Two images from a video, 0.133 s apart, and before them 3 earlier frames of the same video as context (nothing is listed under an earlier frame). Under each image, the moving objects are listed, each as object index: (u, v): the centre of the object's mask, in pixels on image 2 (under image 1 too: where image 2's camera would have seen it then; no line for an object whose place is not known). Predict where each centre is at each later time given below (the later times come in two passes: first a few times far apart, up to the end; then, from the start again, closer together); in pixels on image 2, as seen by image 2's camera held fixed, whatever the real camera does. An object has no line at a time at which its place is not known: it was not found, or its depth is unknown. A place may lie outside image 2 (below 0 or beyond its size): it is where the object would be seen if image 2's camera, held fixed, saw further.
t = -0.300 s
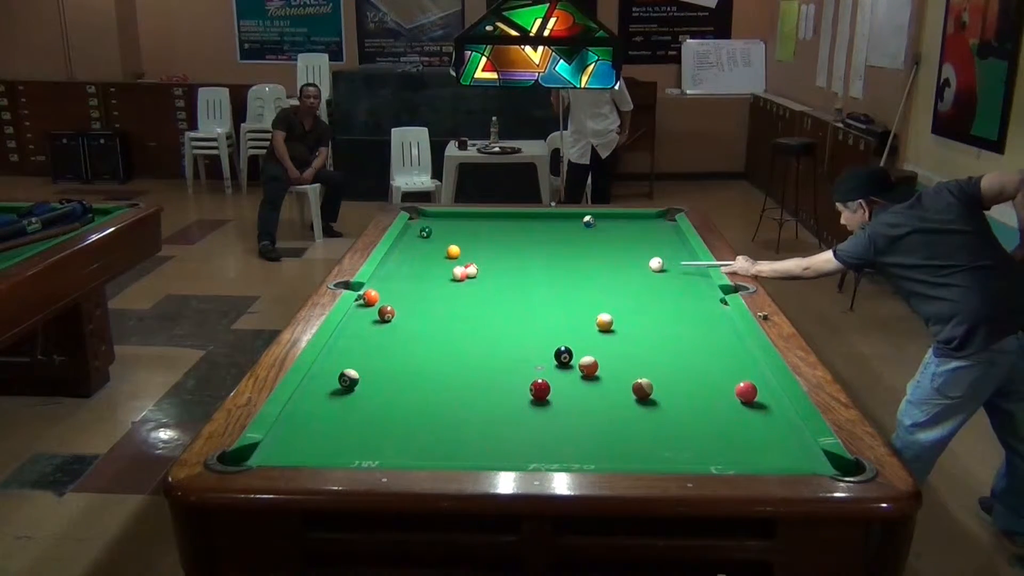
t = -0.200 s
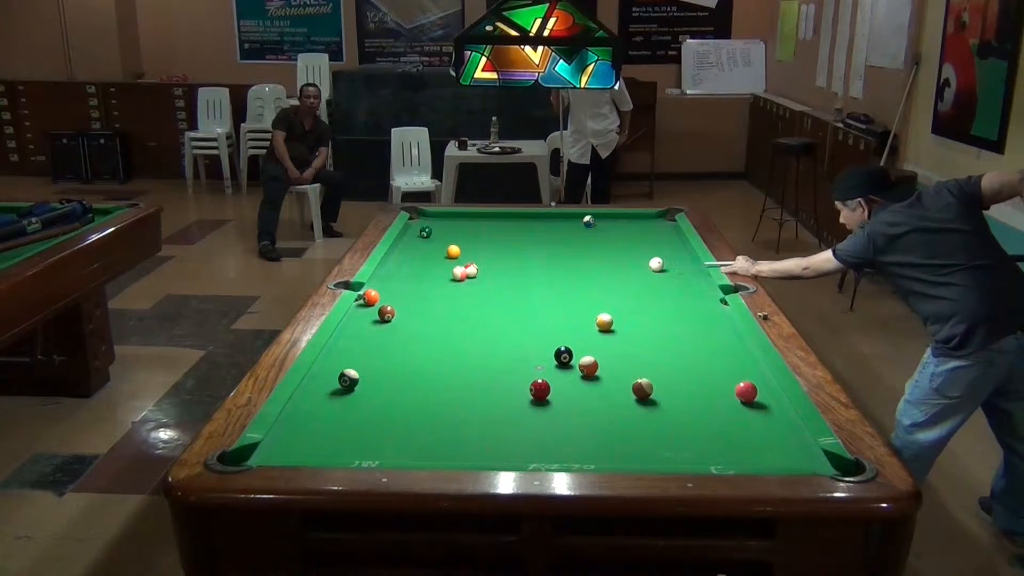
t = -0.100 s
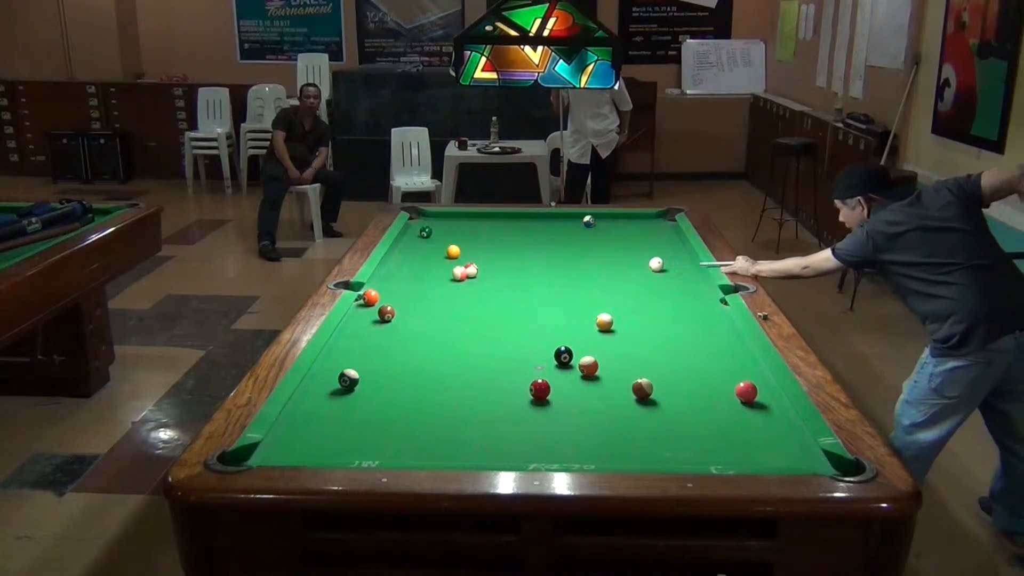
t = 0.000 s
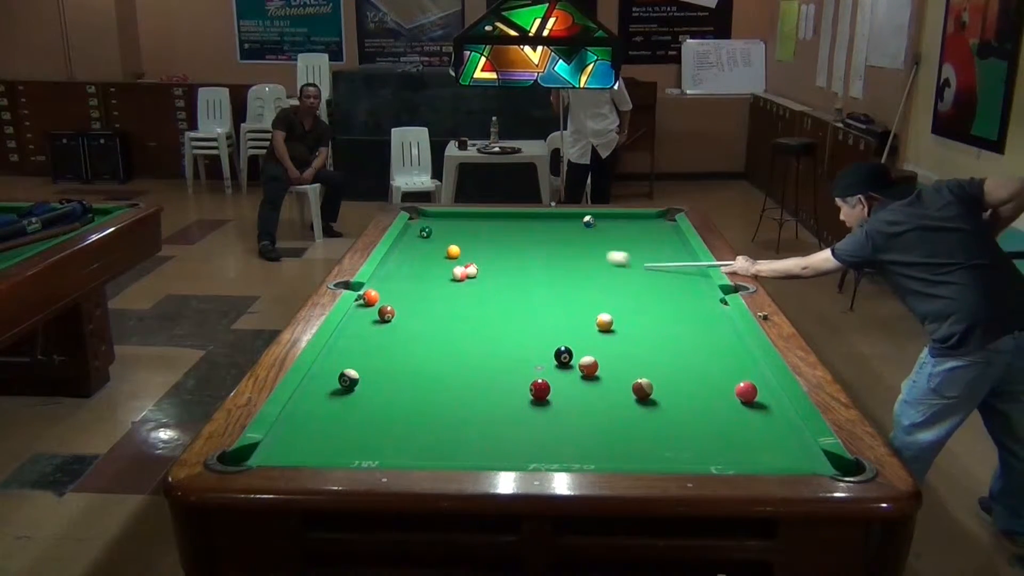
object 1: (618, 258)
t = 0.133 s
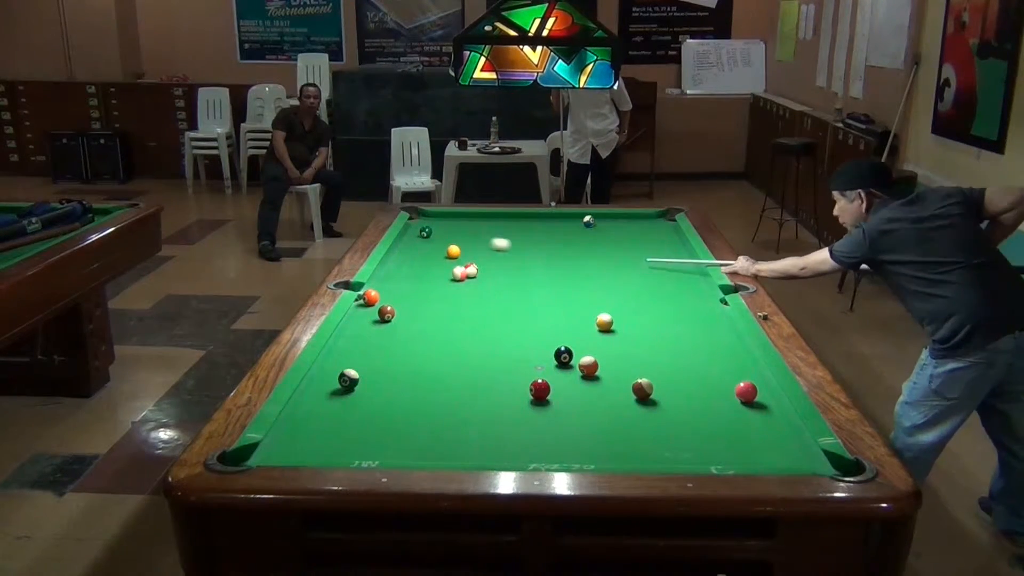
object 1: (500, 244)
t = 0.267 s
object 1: (406, 235)
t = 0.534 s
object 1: (499, 240)
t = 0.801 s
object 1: (596, 245)
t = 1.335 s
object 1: (633, 249)
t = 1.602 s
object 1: (587, 250)
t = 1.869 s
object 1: (542, 251)
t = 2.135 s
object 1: (498, 251)
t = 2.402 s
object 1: (465, 252)
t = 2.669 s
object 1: (457, 252)
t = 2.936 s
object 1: (450, 253)
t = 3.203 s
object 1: (444, 253)
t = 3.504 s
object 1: (439, 253)
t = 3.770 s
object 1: (440, 253)
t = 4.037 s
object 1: (444, 253)
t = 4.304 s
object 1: (447, 253)
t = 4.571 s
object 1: (449, 253)
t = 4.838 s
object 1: (449, 253)
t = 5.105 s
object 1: (449, 253)
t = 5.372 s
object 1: (449, 253)
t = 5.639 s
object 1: (449, 253)
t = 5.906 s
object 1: (449, 253)
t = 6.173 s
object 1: (449, 253)
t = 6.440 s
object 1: (449, 253)
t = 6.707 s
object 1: (449, 253)
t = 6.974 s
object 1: (449, 253)
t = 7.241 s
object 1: (449, 253)
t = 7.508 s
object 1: (449, 253)
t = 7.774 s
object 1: (449, 253)
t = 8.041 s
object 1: (449, 253)
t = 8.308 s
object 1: (449, 253)
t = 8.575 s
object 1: (449, 253)
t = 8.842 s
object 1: (449, 253)
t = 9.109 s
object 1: (449, 253)
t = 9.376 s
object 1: (449, 253)
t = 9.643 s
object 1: (449, 253)
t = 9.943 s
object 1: (449, 253)
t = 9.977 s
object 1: (449, 253)
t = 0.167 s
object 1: (475, 240)
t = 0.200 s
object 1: (450, 237)
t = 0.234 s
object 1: (427, 235)
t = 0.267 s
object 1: (406, 235)
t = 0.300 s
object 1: (413, 235)
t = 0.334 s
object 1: (426, 236)
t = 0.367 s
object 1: (439, 237)
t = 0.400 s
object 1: (451, 238)
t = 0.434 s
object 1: (463, 239)
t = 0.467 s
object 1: (475, 239)
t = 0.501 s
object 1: (487, 240)
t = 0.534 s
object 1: (499, 240)
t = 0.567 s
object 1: (511, 241)
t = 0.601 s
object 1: (523, 242)
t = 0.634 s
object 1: (535, 242)
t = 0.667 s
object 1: (547, 243)
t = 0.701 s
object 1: (559, 243)
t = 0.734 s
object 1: (571, 244)
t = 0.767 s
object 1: (584, 244)
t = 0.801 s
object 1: (596, 245)
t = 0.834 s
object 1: (608, 245)
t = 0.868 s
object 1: (621, 246)
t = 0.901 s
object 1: (633, 247)
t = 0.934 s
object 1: (646, 247)
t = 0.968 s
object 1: (658, 247)
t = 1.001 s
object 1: (670, 248)
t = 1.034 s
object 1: (683, 249)
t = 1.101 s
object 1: (675, 249)
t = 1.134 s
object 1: (668, 249)
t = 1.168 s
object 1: (662, 249)
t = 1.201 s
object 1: (657, 249)
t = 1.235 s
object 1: (650, 249)
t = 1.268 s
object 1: (644, 249)
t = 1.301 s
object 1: (639, 249)
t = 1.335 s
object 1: (633, 249)
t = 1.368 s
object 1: (627, 249)
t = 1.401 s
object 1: (621, 250)
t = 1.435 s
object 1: (615, 250)
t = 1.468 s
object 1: (610, 250)
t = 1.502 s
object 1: (604, 250)
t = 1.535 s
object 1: (598, 250)
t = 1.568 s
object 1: (592, 250)
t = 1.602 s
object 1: (587, 250)
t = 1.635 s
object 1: (581, 250)
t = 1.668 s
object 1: (575, 250)
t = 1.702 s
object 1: (570, 251)
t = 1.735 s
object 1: (564, 251)
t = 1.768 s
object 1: (558, 251)
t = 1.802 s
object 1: (553, 251)
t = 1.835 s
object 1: (547, 251)
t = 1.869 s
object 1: (542, 251)
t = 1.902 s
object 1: (536, 251)
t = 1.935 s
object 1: (531, 251)
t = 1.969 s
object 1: (525, 251)
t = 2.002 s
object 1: (520, 251)
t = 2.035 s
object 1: (514, 251)
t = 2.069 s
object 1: (509, 251)
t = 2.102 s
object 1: (503, 251)
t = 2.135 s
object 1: (498, 251)
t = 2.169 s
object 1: (492, 251)
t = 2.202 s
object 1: (487, 252)
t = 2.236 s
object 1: (481, 252)
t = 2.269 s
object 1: (476, 252)
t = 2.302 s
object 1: (471, 252)
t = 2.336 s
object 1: (467, 252)
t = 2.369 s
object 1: (466, 252)
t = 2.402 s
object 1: (465, 252)
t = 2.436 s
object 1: (464, 252)
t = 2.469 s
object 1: (463, 252)
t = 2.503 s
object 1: (462, 252)
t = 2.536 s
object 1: (461, 252)
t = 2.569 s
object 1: (460, 252)
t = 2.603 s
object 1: (459, 252)
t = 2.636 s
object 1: (458, 252)
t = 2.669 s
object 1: (457, 252)
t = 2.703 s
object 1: (456, 252)
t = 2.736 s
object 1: (455, 252)
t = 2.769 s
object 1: (454, 253)
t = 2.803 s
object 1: (453, 253)
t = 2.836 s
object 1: (452, 253)
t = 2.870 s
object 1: (451, 253)
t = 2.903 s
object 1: (451, 253)
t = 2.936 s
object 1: (450, 253)
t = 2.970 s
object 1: (449, 253)
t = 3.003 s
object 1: (448, 253)
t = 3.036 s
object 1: (448, 253)
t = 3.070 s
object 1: (447, 253)
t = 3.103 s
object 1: (446, 253)
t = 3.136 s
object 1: (445, 253)
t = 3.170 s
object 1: (445, 253)
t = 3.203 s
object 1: (444, 253)
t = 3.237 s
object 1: (443, 253)
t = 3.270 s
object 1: (443, 253)
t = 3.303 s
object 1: (442, 253)
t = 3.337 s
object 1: (442, 253)
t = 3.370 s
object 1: (441, 253)
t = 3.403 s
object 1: (440, 253)
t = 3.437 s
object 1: (440, 253)
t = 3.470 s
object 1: (439, 253)
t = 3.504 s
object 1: (439, 253)
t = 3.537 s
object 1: (439, 253)
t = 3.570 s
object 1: (438, 253)
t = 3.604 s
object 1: (438, 253)
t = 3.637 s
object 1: (437, 253)
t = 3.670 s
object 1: (438, 253)
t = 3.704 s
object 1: (438, 253)
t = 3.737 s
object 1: (439, 253)
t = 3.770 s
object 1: (440, 253)
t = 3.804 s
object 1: (441, 253)
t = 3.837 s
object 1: (441, 253)
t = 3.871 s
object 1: (441, 253)
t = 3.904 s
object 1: (442, 253)
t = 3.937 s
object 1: (443, 253)
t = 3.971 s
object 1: (443, 253)
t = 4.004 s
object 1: (444, 253)
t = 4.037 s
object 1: (444, 253)
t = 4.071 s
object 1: (445, 253)
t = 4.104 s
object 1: (445, 253)
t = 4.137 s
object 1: (445, 253)
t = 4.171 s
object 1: (446, 253)
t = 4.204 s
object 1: (446, 253)
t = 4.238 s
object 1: (446, 253)
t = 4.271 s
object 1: (447, 253)
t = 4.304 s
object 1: (447, 253)
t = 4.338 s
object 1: (447, 253)
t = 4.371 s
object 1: (447, 253)
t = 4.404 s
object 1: (448, 253)
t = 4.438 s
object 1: (448, 253)
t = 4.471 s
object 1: (448, 253)
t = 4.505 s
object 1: (448, 253)
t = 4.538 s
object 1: (448, 253)
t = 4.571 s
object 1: (449, 253)
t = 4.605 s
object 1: (449, 253)
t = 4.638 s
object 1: (449, 253)
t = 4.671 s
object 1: (449, 253)
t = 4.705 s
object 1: (449, 253)
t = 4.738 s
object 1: (449, 253)
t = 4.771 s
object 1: (449, 253)
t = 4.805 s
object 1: (449, 253)
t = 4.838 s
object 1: (449, 253)
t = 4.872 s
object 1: (449, 253)
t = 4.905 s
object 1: (449, 253)
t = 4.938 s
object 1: (449, 253)
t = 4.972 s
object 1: (449, 253)
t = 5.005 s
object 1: (449, 253)
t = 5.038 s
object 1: (449, 253)
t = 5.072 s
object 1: (449, 253)
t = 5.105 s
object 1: (449, 253)
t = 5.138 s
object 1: (449, 253)
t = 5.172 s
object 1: (449, 253)
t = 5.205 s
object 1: (449, 253)
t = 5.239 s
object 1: (449, 253)
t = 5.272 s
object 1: (449, 253)
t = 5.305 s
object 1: (449, 253)
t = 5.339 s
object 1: (449, 253)
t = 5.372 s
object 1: (449, 253)
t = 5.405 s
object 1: (449, 253)
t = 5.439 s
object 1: (449, 253)
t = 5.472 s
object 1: (449, 253)
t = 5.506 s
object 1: (449, 253)
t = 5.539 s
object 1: (449, 253)
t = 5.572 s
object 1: (449, 253)
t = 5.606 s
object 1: (449, 253)
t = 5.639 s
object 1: (449, 253)
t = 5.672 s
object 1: (449, 253)
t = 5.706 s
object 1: (449, 253)
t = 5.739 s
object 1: (449, 253)
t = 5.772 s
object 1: (449, 253)
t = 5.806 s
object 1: (449, 253)
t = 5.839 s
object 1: (449, 253)
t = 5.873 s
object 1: (449, 253)
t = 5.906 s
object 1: (449, 253)
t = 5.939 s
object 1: (449, 253)
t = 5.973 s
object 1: (449, 253)
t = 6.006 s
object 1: (449, 253)
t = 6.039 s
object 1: (449, 253)
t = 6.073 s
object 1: (449, 253)
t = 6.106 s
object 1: (449, 253)
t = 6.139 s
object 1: (449, 253)
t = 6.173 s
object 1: (449, 253)
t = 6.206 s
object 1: (449, 253)
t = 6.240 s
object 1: (449, 253)
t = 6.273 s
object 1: (449, 253)
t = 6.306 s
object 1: (449, 253)
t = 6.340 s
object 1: (449, 253)
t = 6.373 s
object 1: (449, 253)
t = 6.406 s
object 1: (449, 253)
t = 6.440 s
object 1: (449, 253)
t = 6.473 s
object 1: (449, 253)
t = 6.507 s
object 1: (449, 253)
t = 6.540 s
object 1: (449, 253)
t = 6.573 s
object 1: (449, 253)
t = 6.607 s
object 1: (449, 253)
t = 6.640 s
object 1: (449, 253)
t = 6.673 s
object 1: (449, 253)
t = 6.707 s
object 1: (449, 253)
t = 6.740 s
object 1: (449, 253)
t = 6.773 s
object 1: (449, 253)
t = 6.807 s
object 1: (449, 253)
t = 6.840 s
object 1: (449, 253)
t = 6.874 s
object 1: (449, 253)
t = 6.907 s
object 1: (449, 253)
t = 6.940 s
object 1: (449, 253)
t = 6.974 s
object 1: (449, 253)
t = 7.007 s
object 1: (449, 253)
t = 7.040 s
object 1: (449, 253)
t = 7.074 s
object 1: (449, 253)
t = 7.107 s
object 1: (449, 253)
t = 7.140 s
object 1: (449, 253)
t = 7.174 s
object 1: (449, 253)
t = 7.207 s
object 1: (449, 253)
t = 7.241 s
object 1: (449, 253)
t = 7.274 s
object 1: (449, 253)
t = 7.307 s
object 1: (449, 253)
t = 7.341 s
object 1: (449, 253)
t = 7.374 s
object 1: (449, 253)
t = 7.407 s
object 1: (449, 253)
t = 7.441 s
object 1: (449, 253)
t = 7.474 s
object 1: (449, 253)
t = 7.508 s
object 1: (449, 253)
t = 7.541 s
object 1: (449, 253)
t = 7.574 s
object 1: (449, 253)
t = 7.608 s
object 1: (449, 253)
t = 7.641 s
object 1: (449, 253)
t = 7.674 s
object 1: (449, 253)
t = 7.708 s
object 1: (449, 253)
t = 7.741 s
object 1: (449, 253)
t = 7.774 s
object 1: (449, 253)
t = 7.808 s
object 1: (449, 253)
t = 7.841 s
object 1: (449, 253)
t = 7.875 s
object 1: (449, 253)
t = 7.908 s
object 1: (449, 253)
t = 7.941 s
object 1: (449, 253)
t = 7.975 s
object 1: (449, 253)
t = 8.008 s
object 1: (449, 253)
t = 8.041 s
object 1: (449, 253)
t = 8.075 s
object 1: (449, 253)
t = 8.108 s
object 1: (449, 253)
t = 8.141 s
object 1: (449, 253)
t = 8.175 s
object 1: (449, 253)
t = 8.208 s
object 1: (449, 253)
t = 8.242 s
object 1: (449, 253)
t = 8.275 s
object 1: (449, 253)
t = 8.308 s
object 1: (449, 253)
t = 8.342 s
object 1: (449, 253)
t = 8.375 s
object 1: (449, 253)
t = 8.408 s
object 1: (449, 253)
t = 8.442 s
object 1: (449, 253)
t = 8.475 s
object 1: (449, 253)
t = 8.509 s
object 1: (449, 253)
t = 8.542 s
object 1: (449, 253)
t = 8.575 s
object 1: (449, 253)
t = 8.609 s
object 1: (449, 253)
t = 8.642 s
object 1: (449, 253)
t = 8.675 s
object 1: (449, 253)
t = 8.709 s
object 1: (449, 253)
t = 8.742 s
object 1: (449, 253)
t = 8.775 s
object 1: (449, 253)
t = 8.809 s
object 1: (449, 253)
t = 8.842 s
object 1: (449, 253)
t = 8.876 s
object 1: (449, 253)
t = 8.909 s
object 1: (449, 253)
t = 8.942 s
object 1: (449, 253)
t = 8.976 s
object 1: (449, 253)
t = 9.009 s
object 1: (449, 253)
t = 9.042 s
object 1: (449, 253)
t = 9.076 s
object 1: (449, 253)
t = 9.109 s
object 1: (449, 253)
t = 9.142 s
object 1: (449, 253)
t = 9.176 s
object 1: (449, 253)
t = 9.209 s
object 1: (449, 253)
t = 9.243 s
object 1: (449, 253)
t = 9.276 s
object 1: (449, 253)
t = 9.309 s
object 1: (449, 253)
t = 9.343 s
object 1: (449, 253)
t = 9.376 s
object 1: (449, 253)
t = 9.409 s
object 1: (449, 253)
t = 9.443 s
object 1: (449, 253)
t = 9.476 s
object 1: (449, 253)
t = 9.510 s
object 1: (449, 253)
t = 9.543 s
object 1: (449, 253)
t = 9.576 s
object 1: (449, 253)
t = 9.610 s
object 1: (449, 253)
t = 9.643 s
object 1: (449, 253)
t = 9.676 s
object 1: (449, 253)
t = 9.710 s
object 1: (449, 253)
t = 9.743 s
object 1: (449, 253)
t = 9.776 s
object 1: (449, 253)
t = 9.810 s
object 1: (449, 253)
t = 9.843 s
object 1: (449, 253)
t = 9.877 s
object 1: (449, 253)
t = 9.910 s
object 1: (449, 253)
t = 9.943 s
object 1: (449, 253)
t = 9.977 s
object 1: (449, 253)
